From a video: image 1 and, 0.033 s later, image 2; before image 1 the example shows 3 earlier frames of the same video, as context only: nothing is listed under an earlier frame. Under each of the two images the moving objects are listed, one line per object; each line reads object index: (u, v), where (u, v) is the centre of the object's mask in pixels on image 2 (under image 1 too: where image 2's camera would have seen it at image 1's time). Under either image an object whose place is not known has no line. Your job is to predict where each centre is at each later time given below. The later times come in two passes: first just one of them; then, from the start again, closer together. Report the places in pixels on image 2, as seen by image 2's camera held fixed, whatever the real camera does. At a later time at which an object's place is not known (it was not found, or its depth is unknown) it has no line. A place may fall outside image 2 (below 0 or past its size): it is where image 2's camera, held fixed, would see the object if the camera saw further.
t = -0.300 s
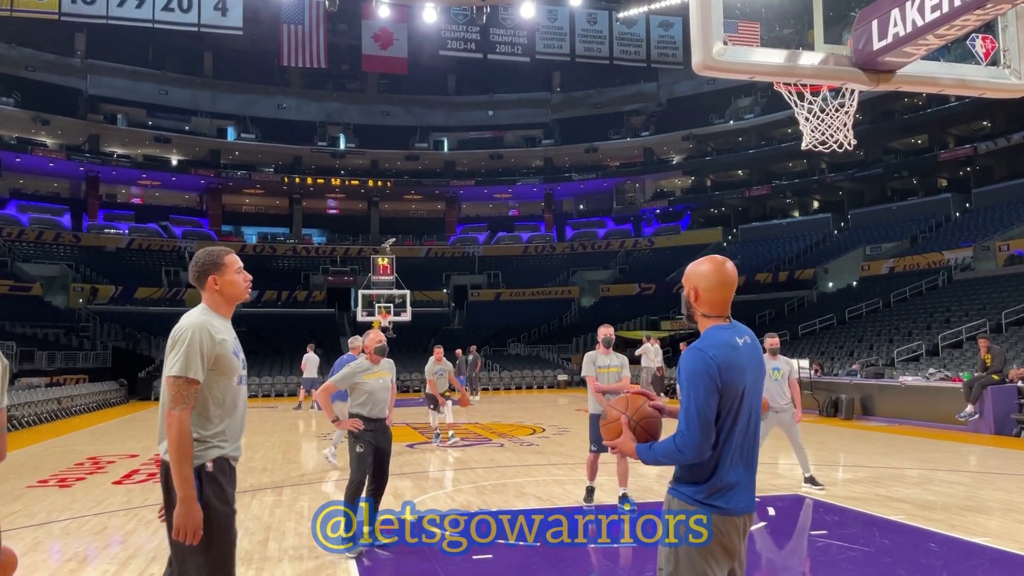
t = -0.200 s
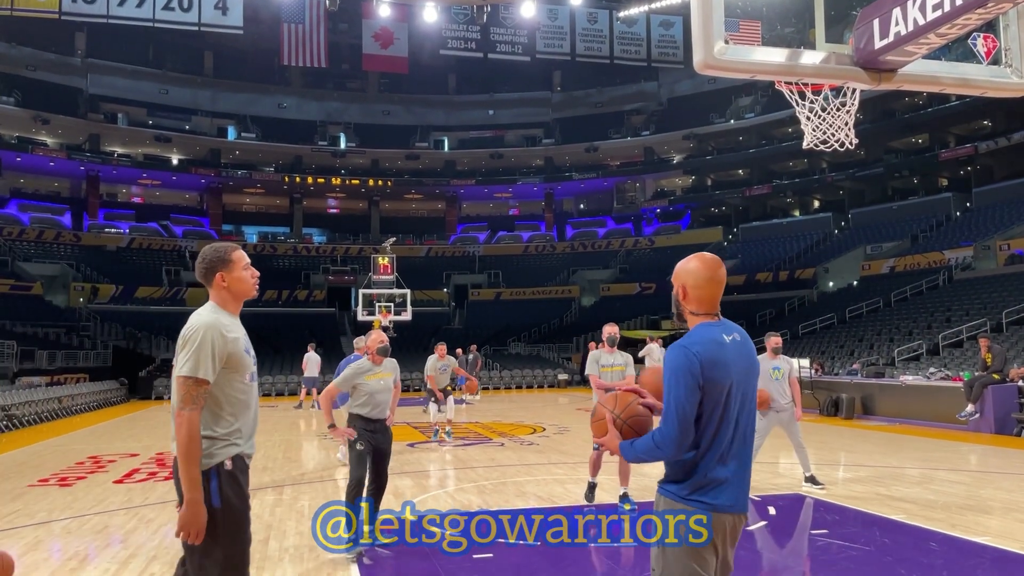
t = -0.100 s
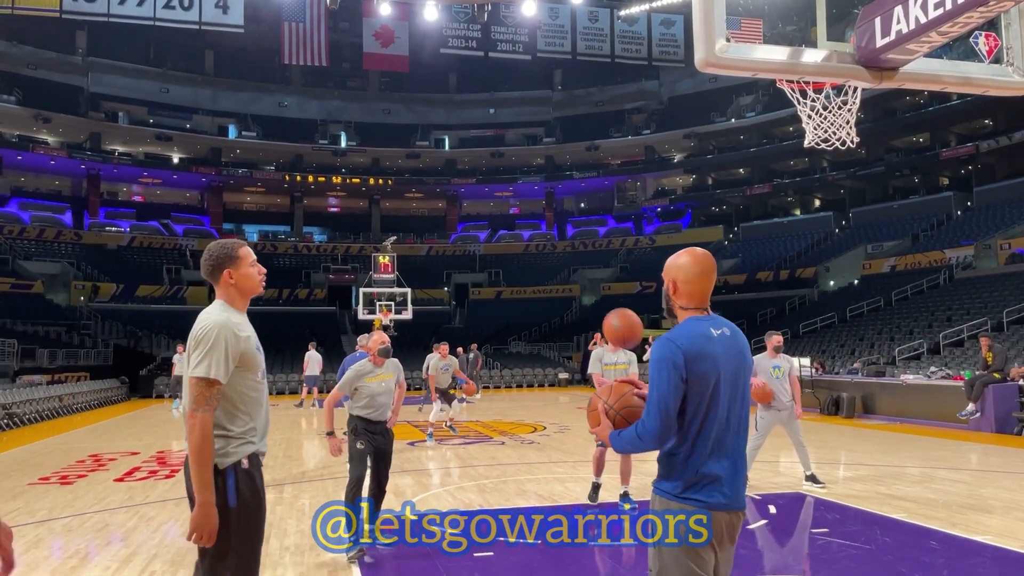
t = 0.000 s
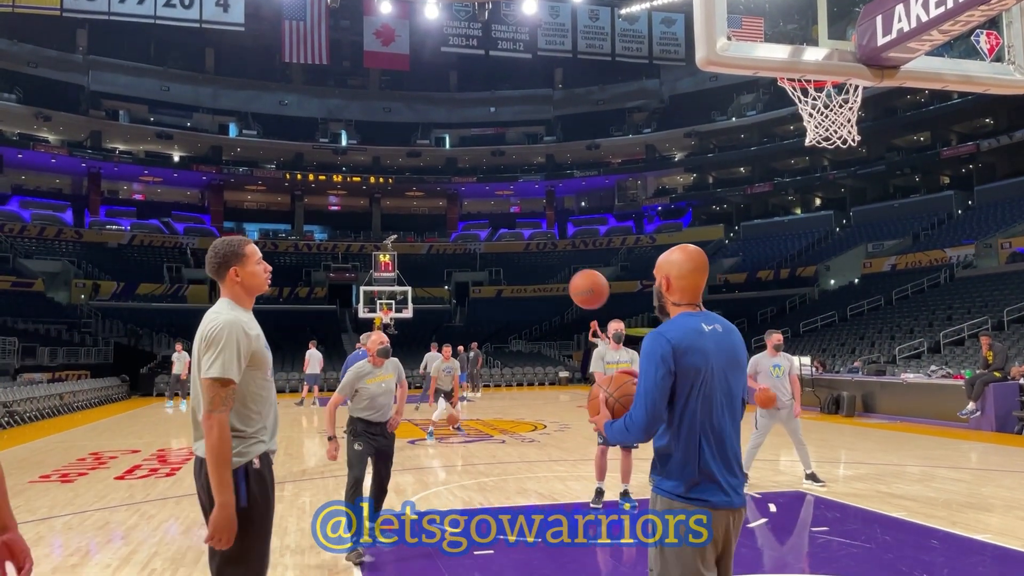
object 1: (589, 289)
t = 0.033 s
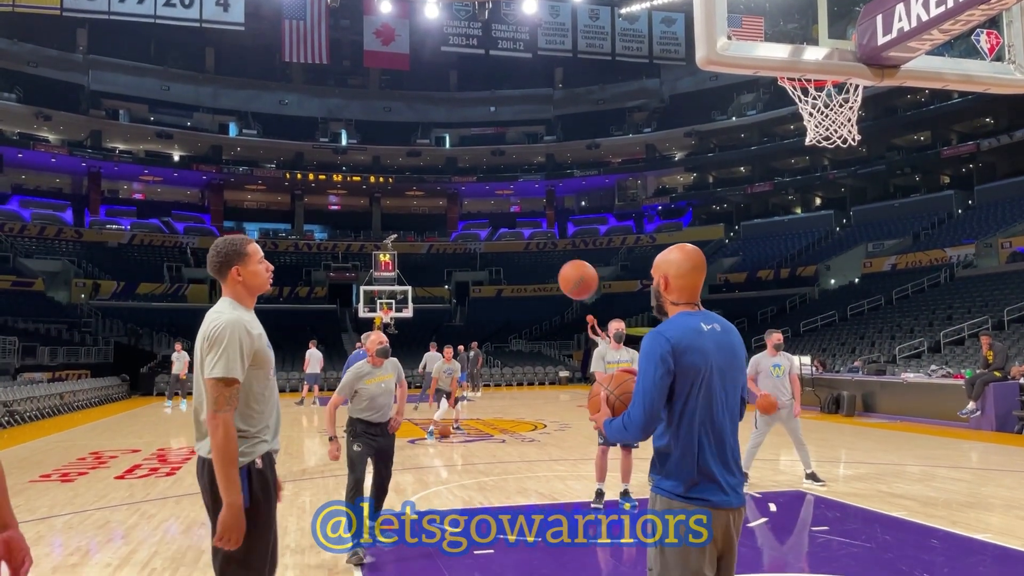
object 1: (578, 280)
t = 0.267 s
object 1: (503, 265)
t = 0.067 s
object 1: (567, 272)
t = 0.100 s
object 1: (556, 267)
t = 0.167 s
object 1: (535, 261)
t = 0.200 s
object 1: (524, 261)
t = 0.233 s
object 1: (514, 262)
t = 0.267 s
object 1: (503, 265)
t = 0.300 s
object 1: (493, 269)
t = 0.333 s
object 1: (482, 276)
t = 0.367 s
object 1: (472, 284)
